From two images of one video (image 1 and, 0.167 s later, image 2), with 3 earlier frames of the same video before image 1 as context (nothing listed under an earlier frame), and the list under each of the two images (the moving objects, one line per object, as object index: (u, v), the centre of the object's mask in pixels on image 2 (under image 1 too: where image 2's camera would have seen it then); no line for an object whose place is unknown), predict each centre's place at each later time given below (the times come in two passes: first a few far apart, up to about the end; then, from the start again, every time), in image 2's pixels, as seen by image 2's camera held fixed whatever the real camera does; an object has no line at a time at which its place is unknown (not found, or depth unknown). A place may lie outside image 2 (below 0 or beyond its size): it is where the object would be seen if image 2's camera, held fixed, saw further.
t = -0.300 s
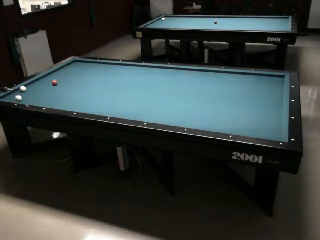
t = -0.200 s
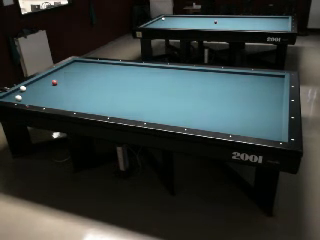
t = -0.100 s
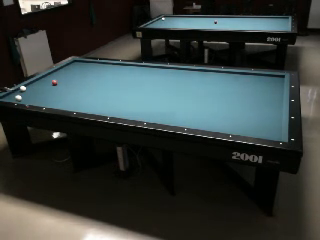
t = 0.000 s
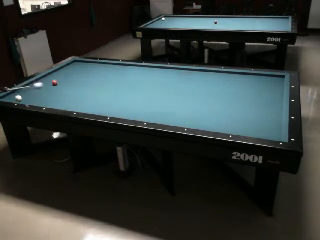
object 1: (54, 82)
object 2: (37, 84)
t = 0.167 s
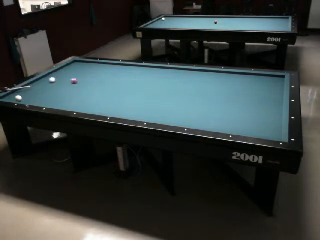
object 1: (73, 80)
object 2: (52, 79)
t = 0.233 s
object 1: (84, 80)
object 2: (54, 77)
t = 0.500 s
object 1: (120, 76)
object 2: (67, 70)
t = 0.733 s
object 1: (146, 74)
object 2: (78, 65)
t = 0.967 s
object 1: (172, 72)
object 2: (83, 62)
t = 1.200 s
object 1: (196, 70)
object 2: (74, 65)
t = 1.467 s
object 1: (216, 74)
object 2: (64, 68)
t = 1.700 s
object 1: (234, 77)
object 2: (56, 70)
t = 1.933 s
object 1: (254, 82)
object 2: (50, 73)
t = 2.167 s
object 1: (275, 86)
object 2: (46, 76)
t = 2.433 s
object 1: (267, 88)
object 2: (42, 79)
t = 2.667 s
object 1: (253, 89)
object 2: (38, 82)
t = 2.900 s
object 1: (240, 91)
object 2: (34, 85)
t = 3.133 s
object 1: (227, 93)
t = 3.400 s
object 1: (212, 94)
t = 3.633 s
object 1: (199, 96)
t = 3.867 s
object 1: (187, 97)
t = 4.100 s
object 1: (175, 99)
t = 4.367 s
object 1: (161, 100)
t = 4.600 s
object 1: (149, 102)
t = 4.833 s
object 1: (137, 103)
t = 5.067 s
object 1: (125, 104)
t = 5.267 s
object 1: (115, 105)
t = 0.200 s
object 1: (79, 80)
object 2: (53, 78)
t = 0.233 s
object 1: (84, 80)
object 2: (54, 77)
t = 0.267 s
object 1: (89, 79)
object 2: (55, 76)
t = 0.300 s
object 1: (94, 79)
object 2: (57, 76)
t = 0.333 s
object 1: (99, 78)
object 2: (59, 75)
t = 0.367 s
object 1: (103, 78)
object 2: (60, 74)
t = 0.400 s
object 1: (108, 78)
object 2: (62, 73)
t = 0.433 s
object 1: (112, 77)
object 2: (63, 72)
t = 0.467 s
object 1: (116, 77)
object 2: (65, 71)
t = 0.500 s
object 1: (120, 76)
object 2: (67, 70)
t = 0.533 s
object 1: (124, 76)
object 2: (69, 70)
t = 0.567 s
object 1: (128, 76)
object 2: (70, 68)
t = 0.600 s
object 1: (131, 76)
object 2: (72, 68)
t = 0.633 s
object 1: (135, 75)
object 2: (73, 67)
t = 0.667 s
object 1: (139, 75)
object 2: (75, 66)
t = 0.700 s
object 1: (142, 75)
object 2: (76, 65)
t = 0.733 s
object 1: (146, 74)
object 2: (78, 65)
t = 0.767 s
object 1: (150, 74)
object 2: (79, 64)
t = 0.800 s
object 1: (153, 74)
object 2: (80, 63)
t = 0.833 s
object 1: (157, 74)
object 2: (82, 63)
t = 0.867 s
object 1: (161, 73)
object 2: (83, 62)
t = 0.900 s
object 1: (164, 73)
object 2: (85, 61)
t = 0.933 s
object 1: (168, 72)
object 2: (84, 61)
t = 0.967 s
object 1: (172, 72)
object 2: (83, 62)
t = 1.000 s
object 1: (175, 72)
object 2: (81, 62)
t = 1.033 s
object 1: (179, 71)
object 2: (80, 63)
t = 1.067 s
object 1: (182, 71)
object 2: (79, 63)
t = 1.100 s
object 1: (186, 71)
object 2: (77, 64)
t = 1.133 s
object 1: (189, 70)
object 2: (76, 64)
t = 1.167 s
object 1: (193, 70)
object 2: (75, 64)
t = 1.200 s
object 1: (196, 70)
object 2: (74, 65)
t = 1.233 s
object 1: (199, 70)
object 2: (73, 65)
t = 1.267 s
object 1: (201, 70)
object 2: (72, 65)
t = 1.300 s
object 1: (203, 71)
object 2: (70, 66)
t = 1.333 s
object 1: (205, 71)
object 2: (69, 66)
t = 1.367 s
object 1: (208, 72)
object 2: (68, 66)
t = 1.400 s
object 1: (210, 73)
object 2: (67, 67)
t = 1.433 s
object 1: (213, 73)
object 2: (66, 67)
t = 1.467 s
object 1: (216, 74)
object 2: (64, 68)
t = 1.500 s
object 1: (218, 74)
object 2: (63, 68)
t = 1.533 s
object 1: (221, 75)
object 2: (62, 68)
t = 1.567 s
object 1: (223, 75)
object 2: (61, 69)
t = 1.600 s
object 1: (226, 76)
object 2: (60, 69)
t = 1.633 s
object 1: (229, 76)
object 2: (58, 70)
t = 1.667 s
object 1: (231, 77)
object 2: (57, 69)
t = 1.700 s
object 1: (234, 77)
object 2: (56, 70)
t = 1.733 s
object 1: (237, 78)
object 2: (55, 70)
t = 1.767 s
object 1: (239, 79)
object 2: (53, 71)
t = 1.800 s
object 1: (242, 79)
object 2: (52, 71)
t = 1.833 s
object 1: (245, 80)
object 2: (52, 71)
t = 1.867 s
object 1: (248, 80)
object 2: (51, 72)
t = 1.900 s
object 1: (251, 81)
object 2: (51, 72)
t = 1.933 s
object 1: (254, 82)
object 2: (50, 73)
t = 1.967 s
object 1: (256, 82)
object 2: (50, 73)
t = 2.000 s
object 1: (260, 82)
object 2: (49, 74)
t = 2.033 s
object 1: (263, 83)
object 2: (48, 74)
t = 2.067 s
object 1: (265, 84)
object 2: (48, 75)
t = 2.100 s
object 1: (268, 84)
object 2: (47, 75)
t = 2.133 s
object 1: (272, 85)
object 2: (47, 75)
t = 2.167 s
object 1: (275, 86)
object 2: (46, 76)
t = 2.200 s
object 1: (278, 86)
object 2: (46, 76)
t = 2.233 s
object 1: (280, 87)
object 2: (45, 77)
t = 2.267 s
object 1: (278, 87)
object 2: (44, 77)
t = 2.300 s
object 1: (275, 87)
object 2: (44, 77)
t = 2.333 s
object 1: (273, 87)
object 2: (43, 78)
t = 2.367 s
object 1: (271, 87)
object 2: (43, 78)
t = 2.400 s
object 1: (268, 88)
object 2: (42, 79)
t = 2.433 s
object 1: (267, 88)
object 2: (42, 79)
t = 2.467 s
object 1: (265, 88)
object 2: (41, 79)
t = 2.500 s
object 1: (263, 89)
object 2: (41, 80)
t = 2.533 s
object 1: (261, 89)
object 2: (40, 80)
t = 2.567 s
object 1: (259, 89)
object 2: (39, 81)
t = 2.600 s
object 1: (257, 89)
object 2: (39, 81)
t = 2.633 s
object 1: (255, 89)
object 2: (38, 82)
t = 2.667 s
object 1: (253, 89)
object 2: (38, 82)
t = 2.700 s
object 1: (251, 90)
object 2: (37, 82)
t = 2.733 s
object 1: (249, 90)
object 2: (36, 83)
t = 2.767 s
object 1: (248, 90)
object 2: (36, 83)
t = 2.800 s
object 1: (246, 90)
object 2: (35, 84)
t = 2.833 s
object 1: (244, 91)
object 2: (35, 84)
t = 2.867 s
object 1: (242, 91)
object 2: (34, 84)
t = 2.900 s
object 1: (240, 91)
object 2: (34, 85)
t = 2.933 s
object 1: (238, 91)
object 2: (33, 85)
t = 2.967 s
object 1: (236, 91)
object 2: (33, 86)
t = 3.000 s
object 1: (234, 92)
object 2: (32, 86)
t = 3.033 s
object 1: (232, 92)
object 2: (31, 87)
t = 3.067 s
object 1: (230, 92)
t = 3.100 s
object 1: (229, 92)
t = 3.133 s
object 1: (227, 93)
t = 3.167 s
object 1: (225, 93)
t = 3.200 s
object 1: (223, 93)
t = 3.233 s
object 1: (221, 93)
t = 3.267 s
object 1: (220, 93)
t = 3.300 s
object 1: (217, 93)
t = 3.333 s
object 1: (216, 94)
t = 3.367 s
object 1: (214, 94)
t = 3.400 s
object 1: (212, 94)
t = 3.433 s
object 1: (211, 94)
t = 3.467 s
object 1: (209, 94)
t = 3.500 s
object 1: (207, 95)
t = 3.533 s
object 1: (205, 95)
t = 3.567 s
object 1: (203, 95)
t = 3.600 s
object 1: (202, 95)
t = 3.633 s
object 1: (199, 96)
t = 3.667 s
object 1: (198, 96)
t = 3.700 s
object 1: (196, 96)
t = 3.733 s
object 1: (194, 96)
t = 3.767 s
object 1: (192, 97)
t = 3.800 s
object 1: (191, 97)
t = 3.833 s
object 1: (189, 97)
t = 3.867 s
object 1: (187, 97)
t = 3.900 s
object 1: (185, 97)
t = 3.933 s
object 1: (184, 98)
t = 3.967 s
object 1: (182, 98)
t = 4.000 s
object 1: (180, 98)
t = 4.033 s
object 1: (178, 98)
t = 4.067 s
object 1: (176, 99)
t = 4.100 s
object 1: (175, 99)
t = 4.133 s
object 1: (173, 99)
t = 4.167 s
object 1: (171, 99)
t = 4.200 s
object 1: (169, 99)
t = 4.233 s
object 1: (168, 99)
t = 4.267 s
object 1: (166, 100)
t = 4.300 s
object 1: (164, 100)
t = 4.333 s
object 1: (163, 100)
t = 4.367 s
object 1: (161, 100)
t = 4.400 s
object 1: (159, 100)
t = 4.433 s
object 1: (157, 101)
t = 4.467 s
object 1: (156, 101)
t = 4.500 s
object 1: (154, 101)
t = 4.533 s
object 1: (152, 101)
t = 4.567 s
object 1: (150, 101)
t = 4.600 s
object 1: (149, 102)
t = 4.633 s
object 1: (147, 101)
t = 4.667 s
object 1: (145, 102)
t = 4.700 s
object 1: (143, 102)
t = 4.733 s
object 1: (142, 102)
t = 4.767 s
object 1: (140, 103)
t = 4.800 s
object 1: (138, 102)
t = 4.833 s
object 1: (137, 103)
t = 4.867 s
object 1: (135, 103)
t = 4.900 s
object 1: (133, 103)
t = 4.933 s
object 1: (132, 103)
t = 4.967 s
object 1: (130, 103)
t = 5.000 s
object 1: (129, 104)
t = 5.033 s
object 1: (127, 104)
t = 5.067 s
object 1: (125, 104)
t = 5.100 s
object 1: (124, 104)
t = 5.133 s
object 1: (122, 105)
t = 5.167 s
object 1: (120, 105)
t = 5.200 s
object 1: (118, 105)
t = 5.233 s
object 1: (117, 105)
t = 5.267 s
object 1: (115, 105)
